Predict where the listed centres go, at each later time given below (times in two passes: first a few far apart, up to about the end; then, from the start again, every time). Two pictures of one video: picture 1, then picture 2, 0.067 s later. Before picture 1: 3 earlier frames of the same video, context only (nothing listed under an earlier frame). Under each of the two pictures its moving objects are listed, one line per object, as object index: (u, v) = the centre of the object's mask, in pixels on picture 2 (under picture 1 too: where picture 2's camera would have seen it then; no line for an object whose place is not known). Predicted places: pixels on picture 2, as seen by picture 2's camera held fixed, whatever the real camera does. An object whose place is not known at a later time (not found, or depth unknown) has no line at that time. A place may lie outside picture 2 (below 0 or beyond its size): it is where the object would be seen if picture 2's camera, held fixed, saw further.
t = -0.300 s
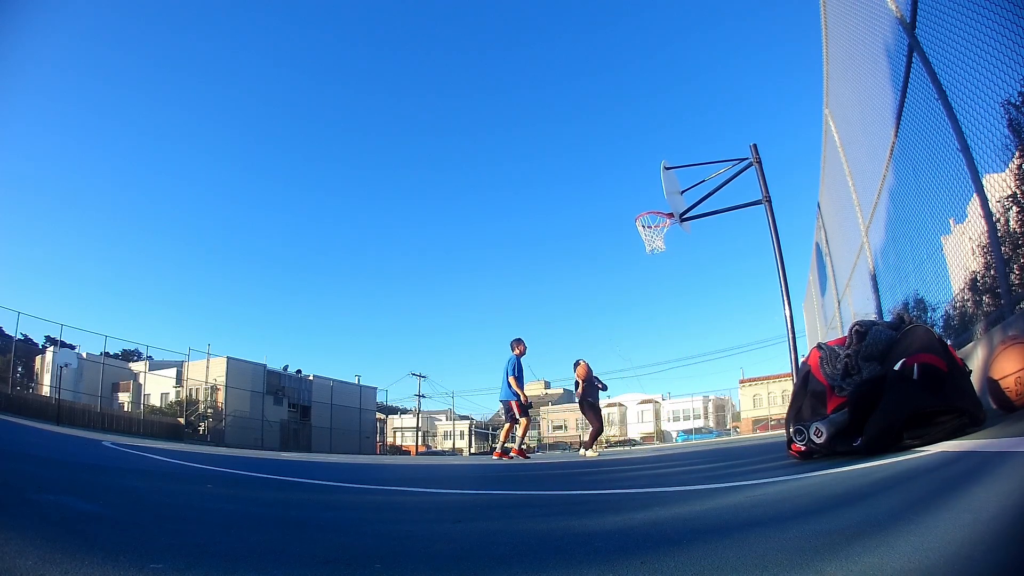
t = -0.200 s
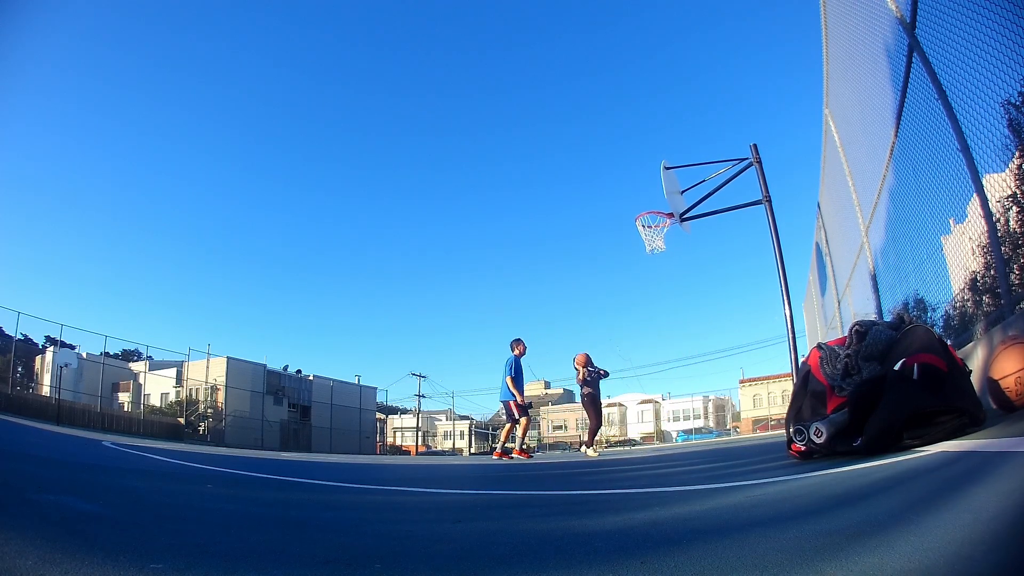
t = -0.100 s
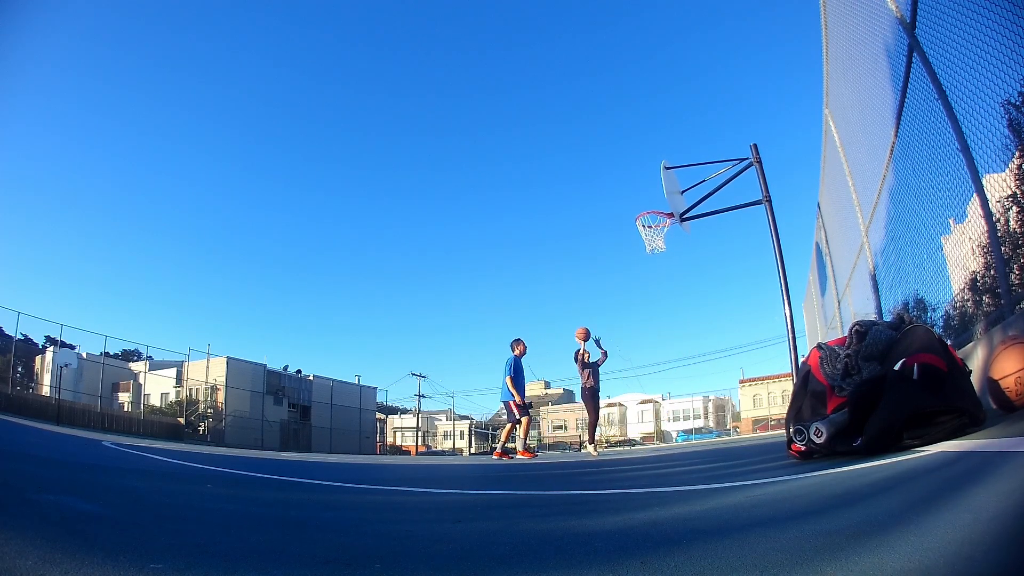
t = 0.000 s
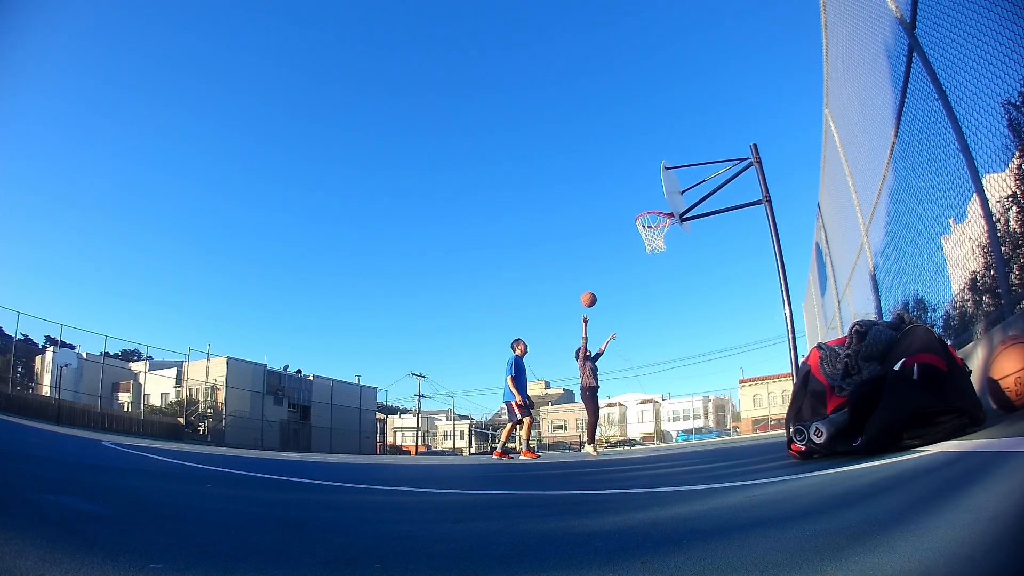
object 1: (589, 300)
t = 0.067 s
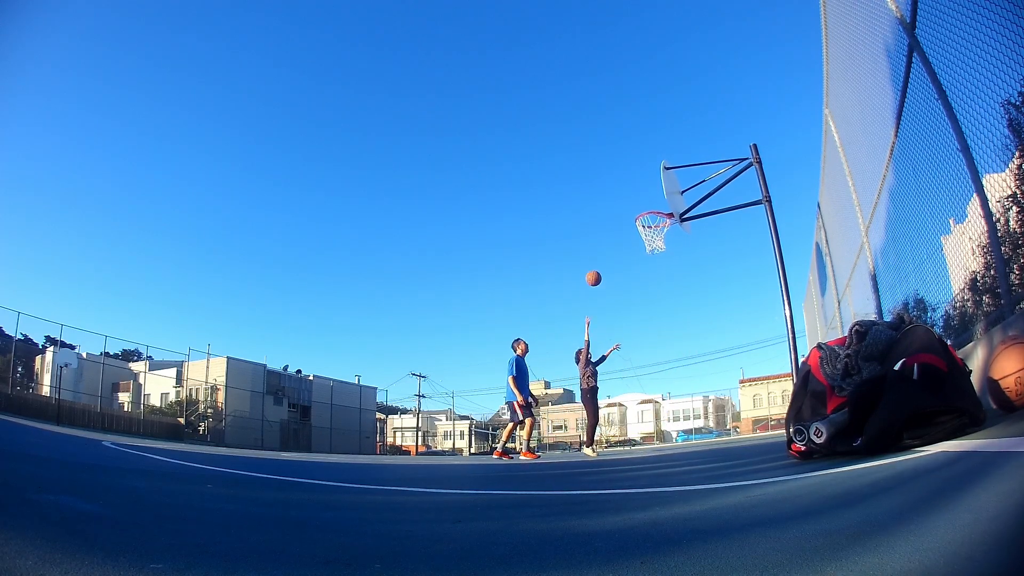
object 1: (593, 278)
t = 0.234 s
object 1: (606, 237)
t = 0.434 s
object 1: (623, 209)
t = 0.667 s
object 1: (646, 206)
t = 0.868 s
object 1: (649, 233)
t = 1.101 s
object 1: (645, 246)
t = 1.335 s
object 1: (652, 276)
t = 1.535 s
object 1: (661, 335)
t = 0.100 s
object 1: (596, 269)
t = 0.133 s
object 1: (598, 260)
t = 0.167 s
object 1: (601, 251)
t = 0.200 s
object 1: (603, 244)
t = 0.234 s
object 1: (606, 237)
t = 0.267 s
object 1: (608, 231)
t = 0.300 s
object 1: (611, 225)
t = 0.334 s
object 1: (614, 220)
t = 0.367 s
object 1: (616, 216)
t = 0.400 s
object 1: (619, 212)
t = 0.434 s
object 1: (623, 209)
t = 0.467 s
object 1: (625, 207)
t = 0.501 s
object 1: (629, 205)
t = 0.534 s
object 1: (632, 204)
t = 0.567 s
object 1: (635, 204)
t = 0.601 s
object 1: (639, 204)
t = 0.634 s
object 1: (642, 205)
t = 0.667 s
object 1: (646, 206)
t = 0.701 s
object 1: (650, 208)
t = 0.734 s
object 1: (654, 212)
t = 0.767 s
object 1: (659, 216)
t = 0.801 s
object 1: (656, 221)
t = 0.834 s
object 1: (653, 226)
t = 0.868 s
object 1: (649, 233)
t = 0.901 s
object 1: (647, 240)
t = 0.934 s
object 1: (644, 241)
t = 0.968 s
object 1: (643, 242)
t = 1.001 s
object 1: (643, 244)
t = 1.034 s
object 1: (644, 244)
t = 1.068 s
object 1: (645, 245)
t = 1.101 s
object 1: (645, 246)
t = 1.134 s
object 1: (645, 248)
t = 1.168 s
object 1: (646, 250)
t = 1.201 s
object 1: (647, 254)
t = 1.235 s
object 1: (648, 258)
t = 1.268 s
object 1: (649, 263)
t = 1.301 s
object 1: (650, 269)
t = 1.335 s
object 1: (652, 276)
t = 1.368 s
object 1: (653, 283)
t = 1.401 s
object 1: (655, 292)
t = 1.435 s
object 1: (656, 301)
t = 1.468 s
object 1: (658, 312)
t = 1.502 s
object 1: (660, 323)
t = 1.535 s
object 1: (661, 335)
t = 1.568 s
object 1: (663, 348)
